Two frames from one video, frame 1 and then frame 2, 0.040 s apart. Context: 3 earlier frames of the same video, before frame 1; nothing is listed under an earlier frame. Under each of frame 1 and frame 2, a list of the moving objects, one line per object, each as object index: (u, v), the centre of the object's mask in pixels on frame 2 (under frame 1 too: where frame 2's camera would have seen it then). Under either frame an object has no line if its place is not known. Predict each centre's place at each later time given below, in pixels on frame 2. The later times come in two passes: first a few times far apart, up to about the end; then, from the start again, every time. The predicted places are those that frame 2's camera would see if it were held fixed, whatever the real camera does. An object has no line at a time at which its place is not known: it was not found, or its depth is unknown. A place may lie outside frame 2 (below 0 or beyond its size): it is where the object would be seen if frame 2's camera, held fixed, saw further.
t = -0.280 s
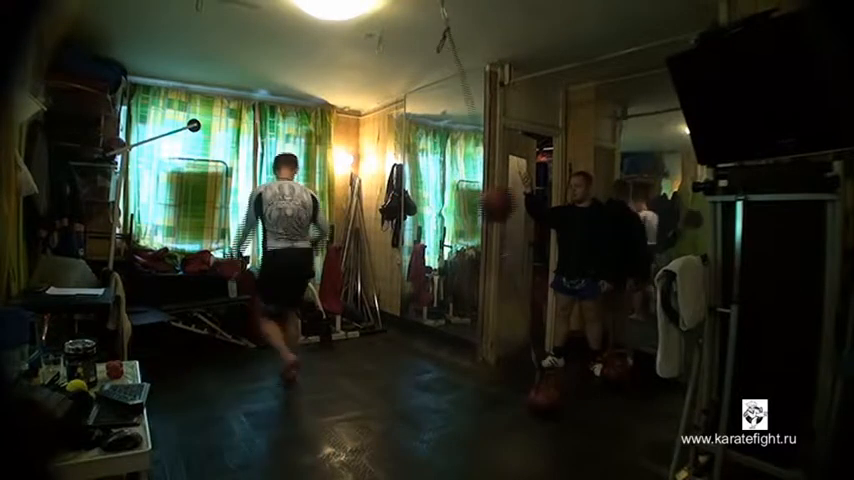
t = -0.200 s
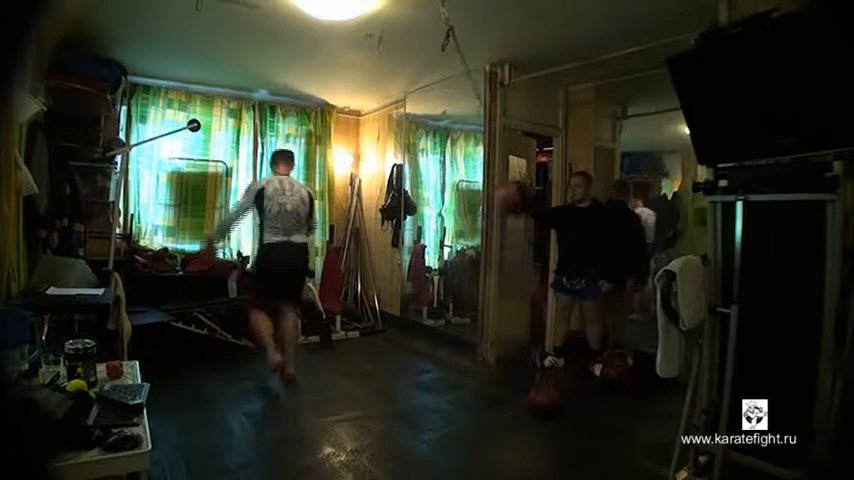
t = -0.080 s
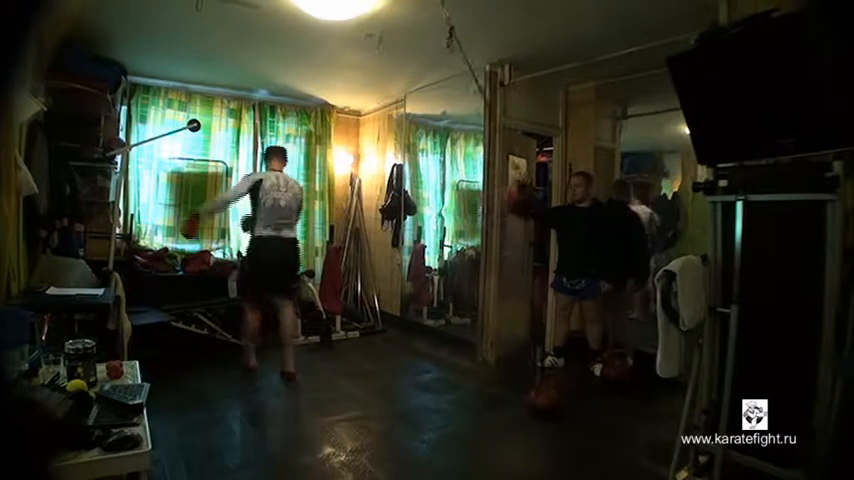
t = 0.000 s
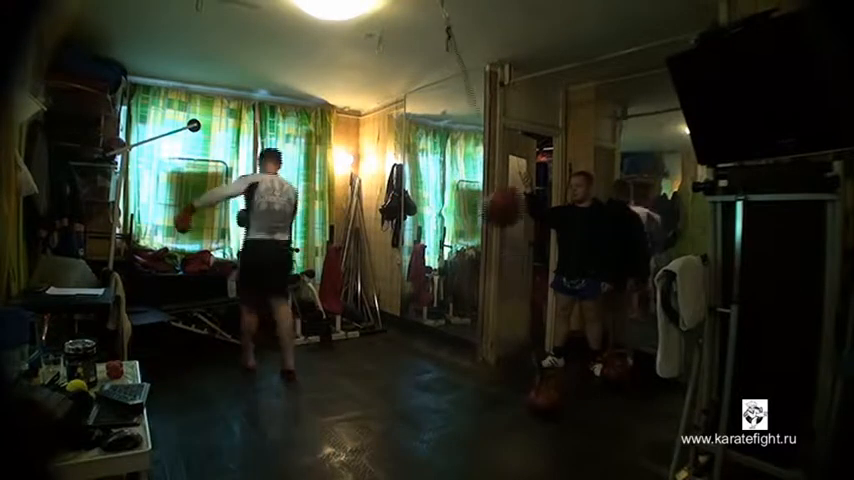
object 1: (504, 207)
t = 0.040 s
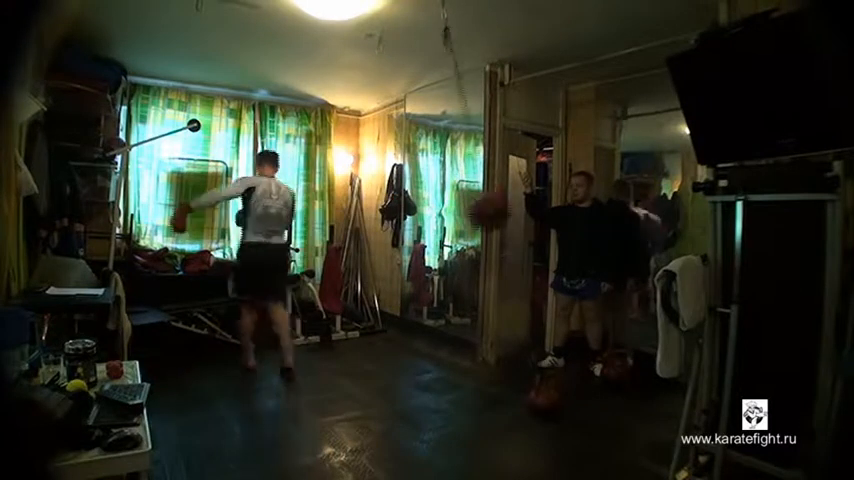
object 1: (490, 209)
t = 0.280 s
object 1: (479, 209)
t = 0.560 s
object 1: (516, 202)
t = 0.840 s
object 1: (466, 213)
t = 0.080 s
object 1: (474, 213)
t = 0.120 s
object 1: (465, 215)
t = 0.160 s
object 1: (464, 215)
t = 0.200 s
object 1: (464, 213)
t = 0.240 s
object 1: (469, 210)
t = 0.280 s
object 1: (479, 209)
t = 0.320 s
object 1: (488, 207)
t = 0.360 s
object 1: (499, 203)
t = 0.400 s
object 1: (508, 202)
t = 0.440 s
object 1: (514, 201)
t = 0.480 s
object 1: (515, 201)
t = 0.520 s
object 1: (518, 201)
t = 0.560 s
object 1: (516, 202)
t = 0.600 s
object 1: (511, 206)
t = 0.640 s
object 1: (500, 208)
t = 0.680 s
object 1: (489, 212)
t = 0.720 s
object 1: (478, 213)
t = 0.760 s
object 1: (469, 213)
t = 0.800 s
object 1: (466, 213)
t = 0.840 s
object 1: (466, 213)
